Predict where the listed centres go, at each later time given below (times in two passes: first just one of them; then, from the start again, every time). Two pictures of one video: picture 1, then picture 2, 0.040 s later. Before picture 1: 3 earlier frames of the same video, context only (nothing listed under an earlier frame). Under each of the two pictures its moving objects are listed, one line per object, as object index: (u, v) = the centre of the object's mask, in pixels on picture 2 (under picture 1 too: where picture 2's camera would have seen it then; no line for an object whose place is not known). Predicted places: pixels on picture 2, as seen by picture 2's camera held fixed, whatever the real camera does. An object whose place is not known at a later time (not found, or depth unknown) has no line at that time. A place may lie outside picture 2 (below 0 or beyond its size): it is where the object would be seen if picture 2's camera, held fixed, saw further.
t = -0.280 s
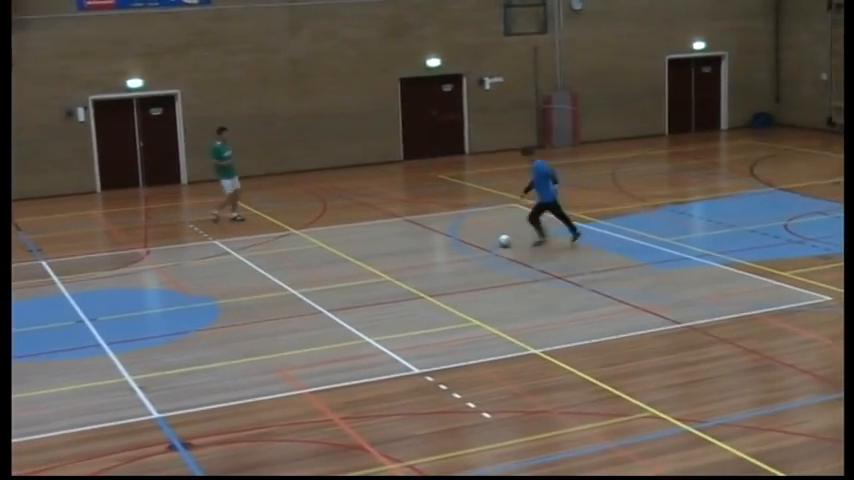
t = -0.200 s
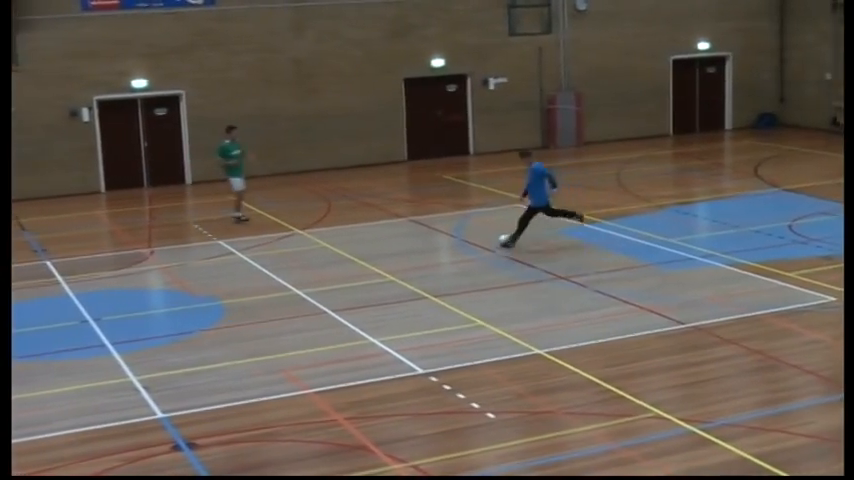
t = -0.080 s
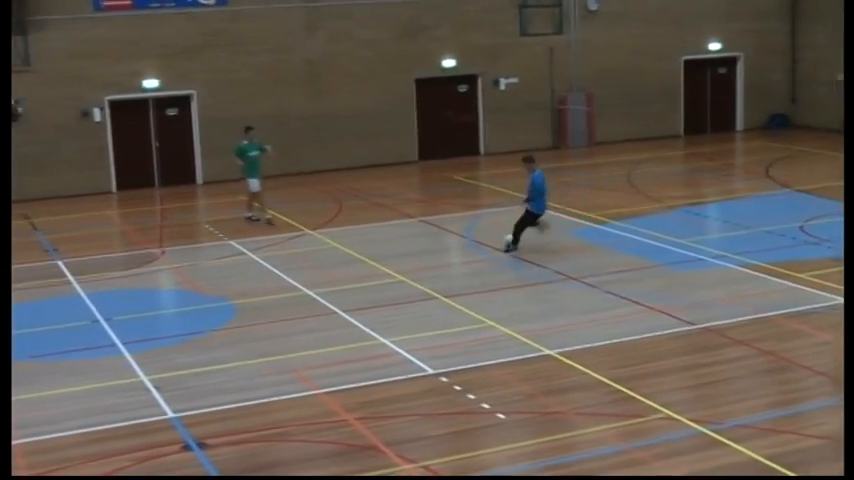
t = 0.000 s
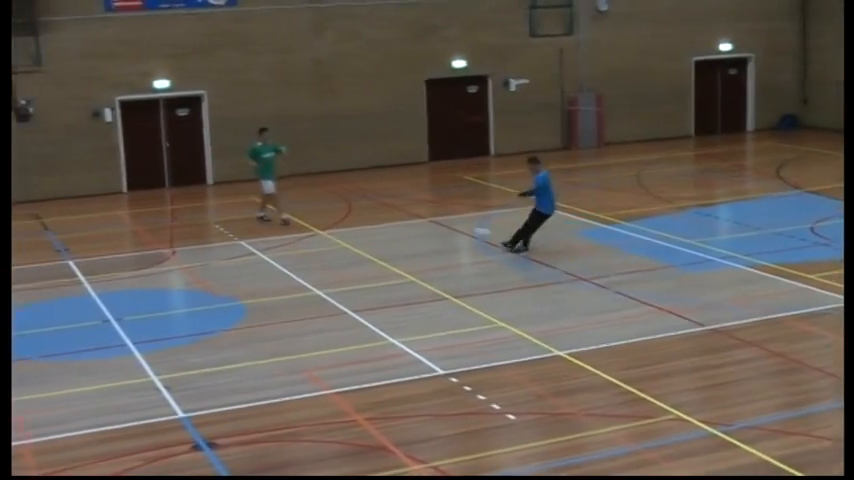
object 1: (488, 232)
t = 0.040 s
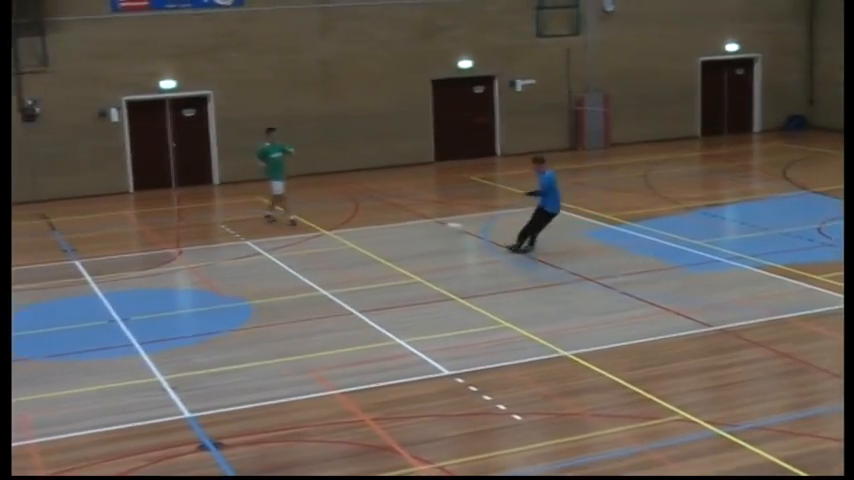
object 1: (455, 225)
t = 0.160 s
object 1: (344, 213)
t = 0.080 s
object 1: (420, 220)
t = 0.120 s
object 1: (380, 217)
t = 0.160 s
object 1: (344, 213)
